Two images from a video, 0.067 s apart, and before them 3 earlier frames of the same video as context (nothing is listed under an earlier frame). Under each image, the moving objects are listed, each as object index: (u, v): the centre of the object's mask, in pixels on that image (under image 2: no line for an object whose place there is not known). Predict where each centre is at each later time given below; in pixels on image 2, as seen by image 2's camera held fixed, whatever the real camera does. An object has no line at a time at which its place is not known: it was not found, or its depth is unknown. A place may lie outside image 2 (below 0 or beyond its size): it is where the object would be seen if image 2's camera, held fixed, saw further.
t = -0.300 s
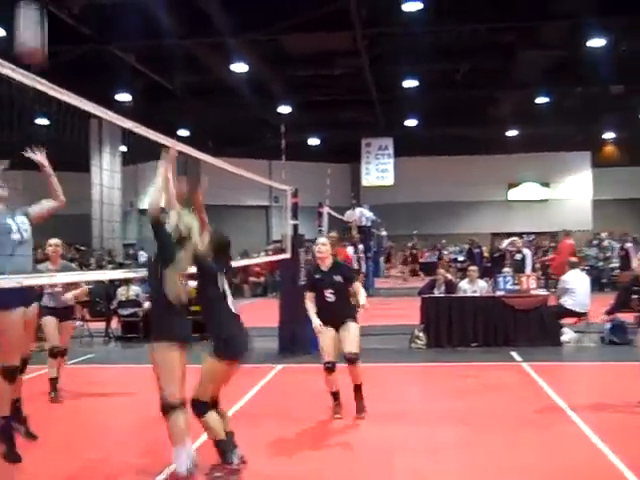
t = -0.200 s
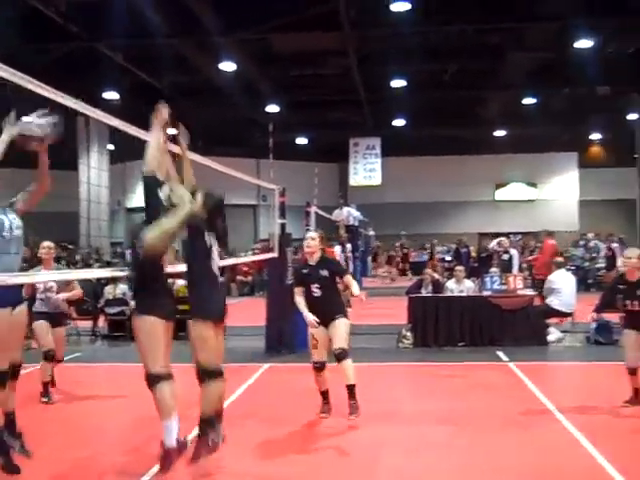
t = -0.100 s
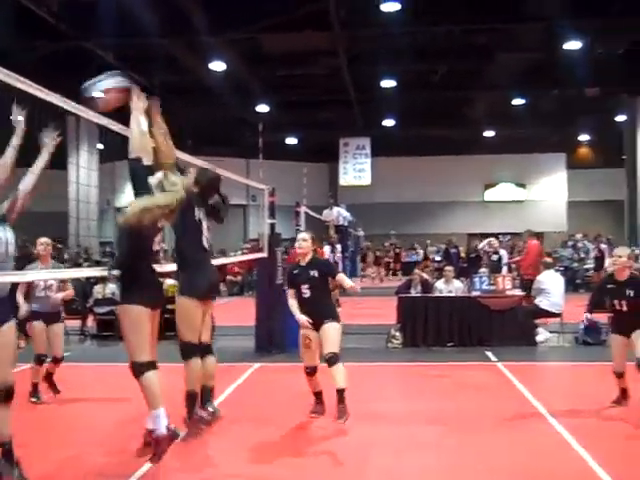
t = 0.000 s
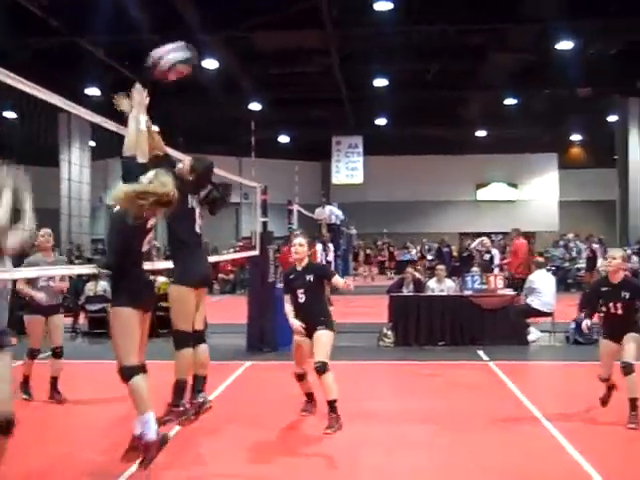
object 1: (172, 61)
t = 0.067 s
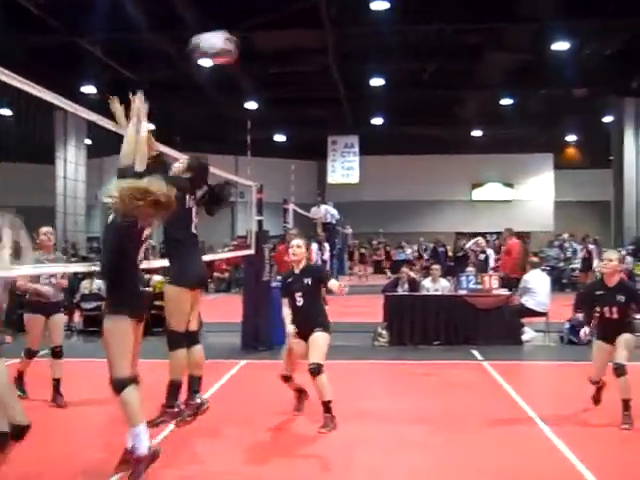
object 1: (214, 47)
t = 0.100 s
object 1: (237, 46)
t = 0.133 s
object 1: (259, 46)
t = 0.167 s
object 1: (282, 47)
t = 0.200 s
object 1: (305, 50)
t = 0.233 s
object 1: (329, 55)
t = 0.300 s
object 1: (372, 70)
